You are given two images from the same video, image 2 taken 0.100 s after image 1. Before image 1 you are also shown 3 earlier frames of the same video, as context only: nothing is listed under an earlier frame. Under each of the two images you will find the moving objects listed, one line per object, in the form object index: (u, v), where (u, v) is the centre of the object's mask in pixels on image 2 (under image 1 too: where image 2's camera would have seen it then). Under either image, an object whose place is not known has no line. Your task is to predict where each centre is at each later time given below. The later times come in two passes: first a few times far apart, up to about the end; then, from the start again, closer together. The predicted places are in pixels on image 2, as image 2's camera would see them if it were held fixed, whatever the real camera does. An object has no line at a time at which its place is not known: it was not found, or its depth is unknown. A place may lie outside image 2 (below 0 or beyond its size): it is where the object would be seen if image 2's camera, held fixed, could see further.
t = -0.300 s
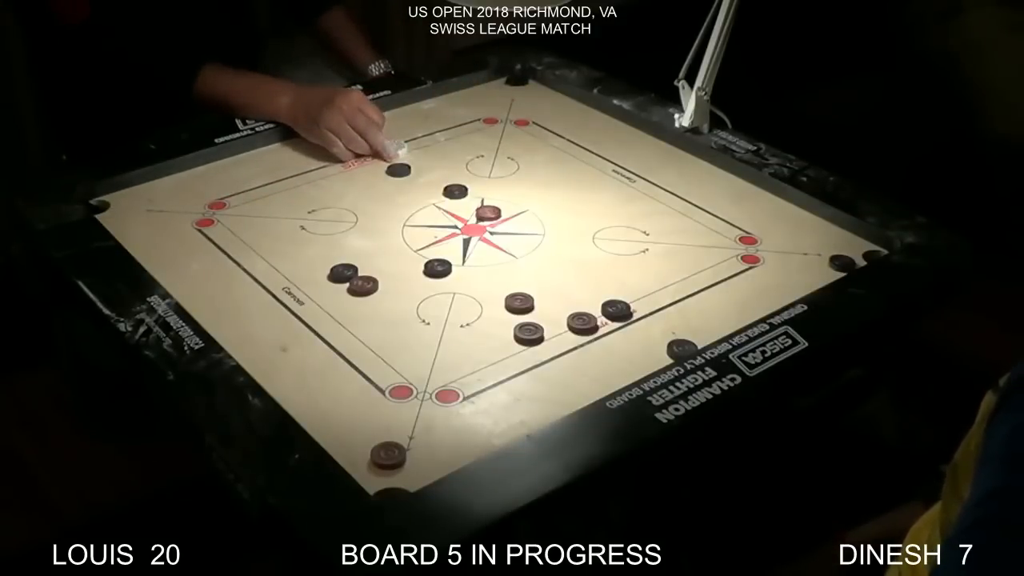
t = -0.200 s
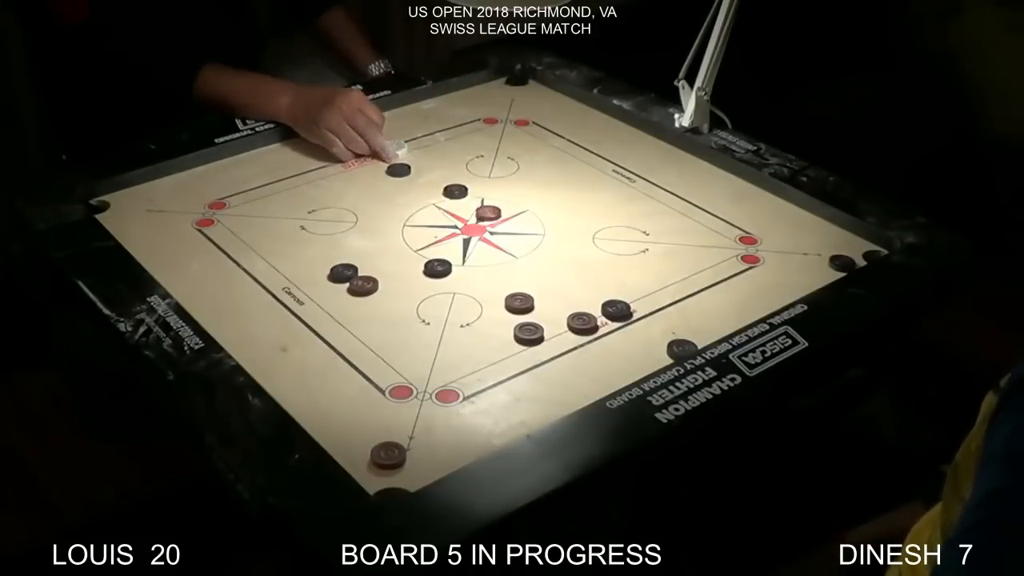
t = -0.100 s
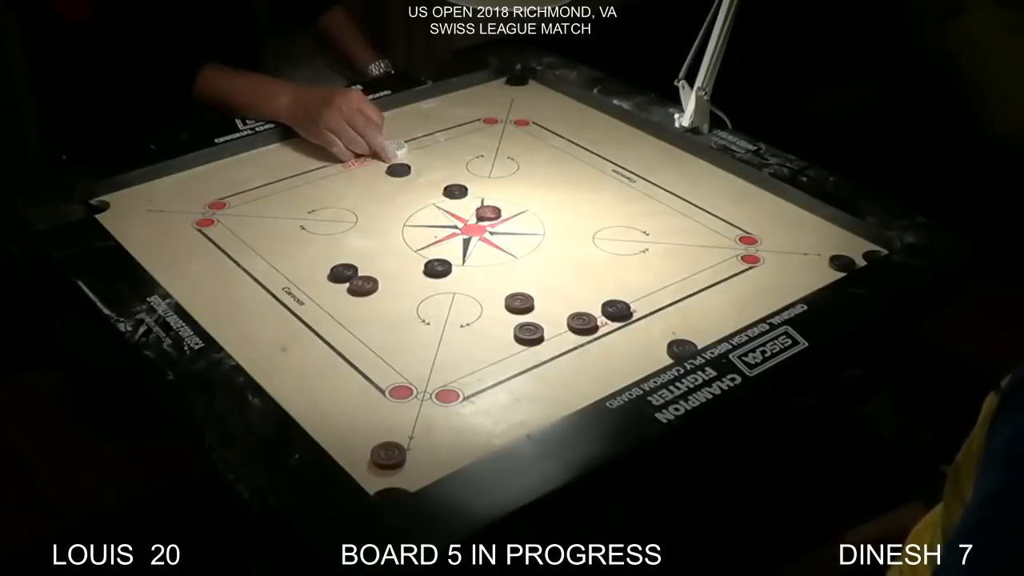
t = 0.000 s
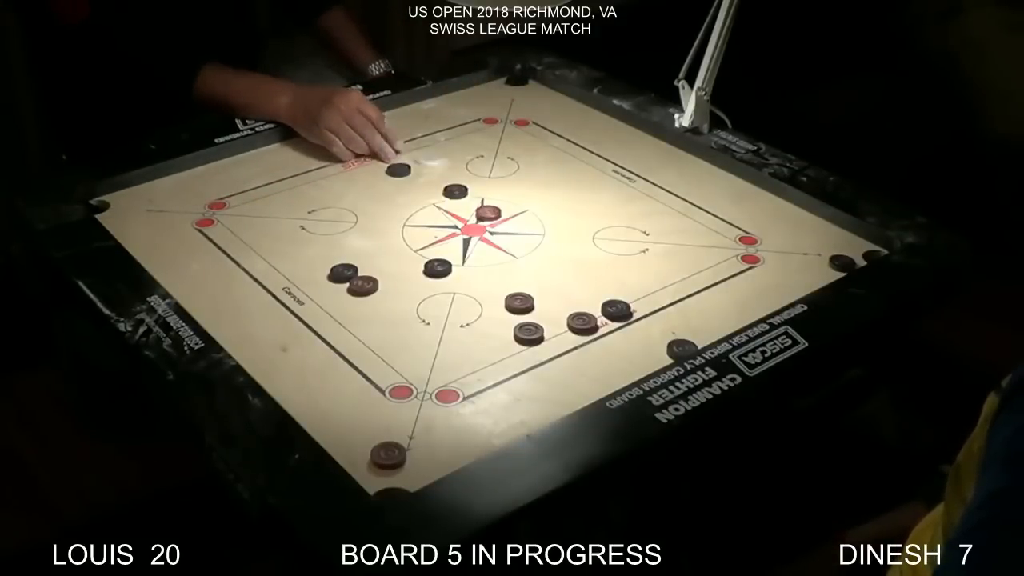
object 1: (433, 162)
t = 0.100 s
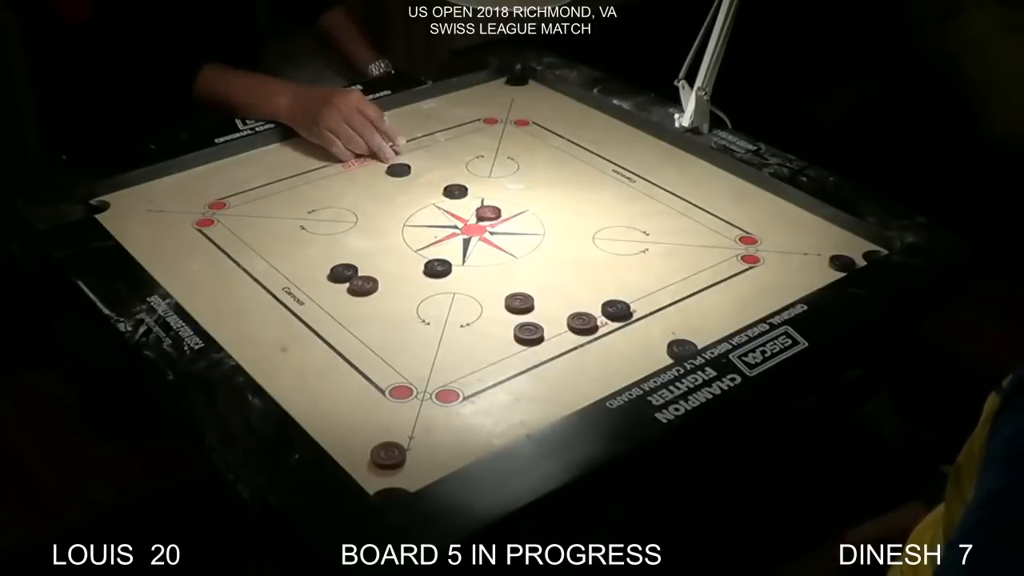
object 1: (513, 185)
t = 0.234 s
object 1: (631, 215)
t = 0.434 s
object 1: (788, 261)
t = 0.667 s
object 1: (786, 252)
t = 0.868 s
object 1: (739, 230)
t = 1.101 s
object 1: (725, 223)
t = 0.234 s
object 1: (631, 215)
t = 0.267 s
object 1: (657, 223)
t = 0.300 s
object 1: (684, 230)
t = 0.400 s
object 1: (762, 253)
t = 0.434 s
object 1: (788, 261)
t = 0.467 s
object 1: (812, 267)
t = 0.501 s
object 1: (825, 273)
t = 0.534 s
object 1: (829, 272)
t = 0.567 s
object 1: (819, 269)
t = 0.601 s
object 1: (807, 263)
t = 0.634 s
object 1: (795, 257)
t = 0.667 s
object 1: (786, 252)
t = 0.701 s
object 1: (774, 246)
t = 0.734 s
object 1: (765, 242)
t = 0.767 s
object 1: (757, 239)
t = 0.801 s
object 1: (750, 236)
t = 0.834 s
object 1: (745, 233)
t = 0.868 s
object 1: (739, 230)
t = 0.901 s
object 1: (735, 228)
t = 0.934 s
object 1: (731, 226)
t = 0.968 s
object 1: (729, 224)
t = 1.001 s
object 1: (727, 224)
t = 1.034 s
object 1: (726, 223)
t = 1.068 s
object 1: (725, 223)
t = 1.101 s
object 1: (725, 223)
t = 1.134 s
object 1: (725, 223)
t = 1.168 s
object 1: (725, 223)
